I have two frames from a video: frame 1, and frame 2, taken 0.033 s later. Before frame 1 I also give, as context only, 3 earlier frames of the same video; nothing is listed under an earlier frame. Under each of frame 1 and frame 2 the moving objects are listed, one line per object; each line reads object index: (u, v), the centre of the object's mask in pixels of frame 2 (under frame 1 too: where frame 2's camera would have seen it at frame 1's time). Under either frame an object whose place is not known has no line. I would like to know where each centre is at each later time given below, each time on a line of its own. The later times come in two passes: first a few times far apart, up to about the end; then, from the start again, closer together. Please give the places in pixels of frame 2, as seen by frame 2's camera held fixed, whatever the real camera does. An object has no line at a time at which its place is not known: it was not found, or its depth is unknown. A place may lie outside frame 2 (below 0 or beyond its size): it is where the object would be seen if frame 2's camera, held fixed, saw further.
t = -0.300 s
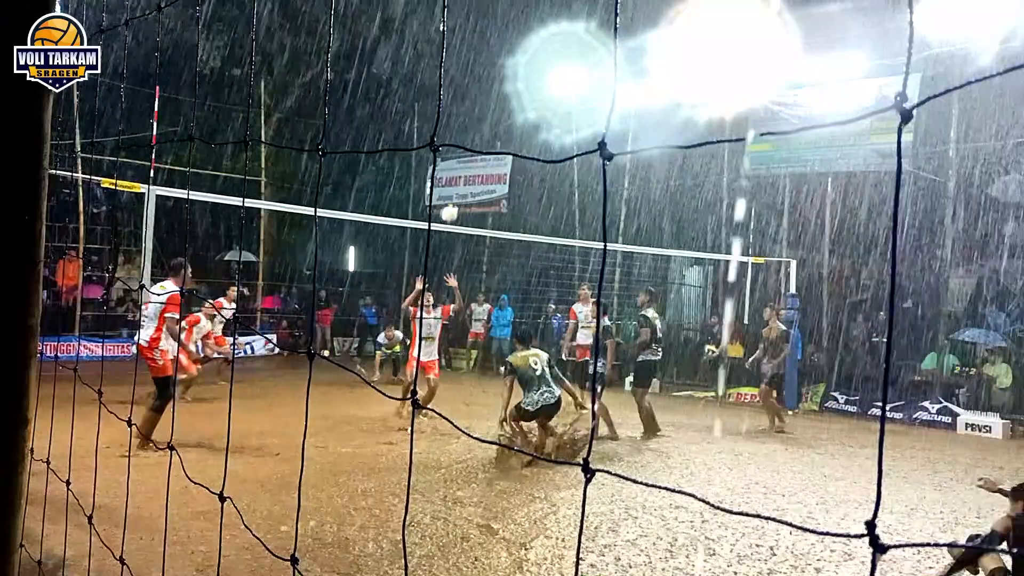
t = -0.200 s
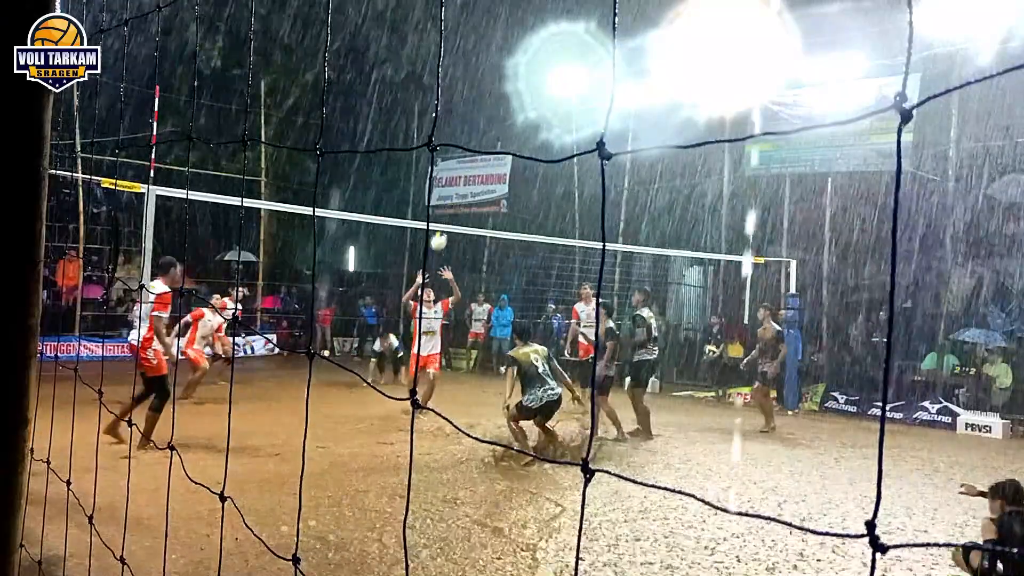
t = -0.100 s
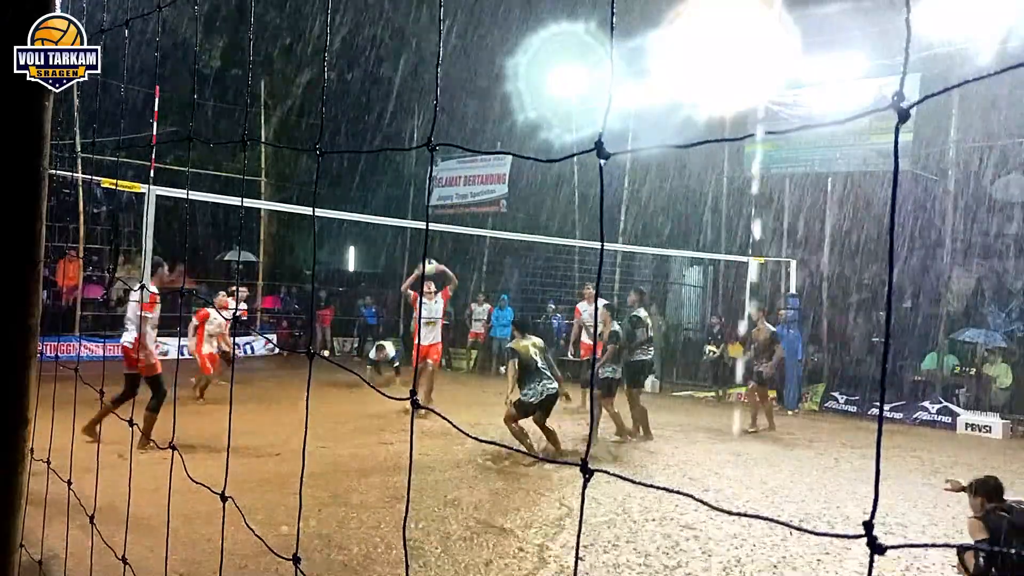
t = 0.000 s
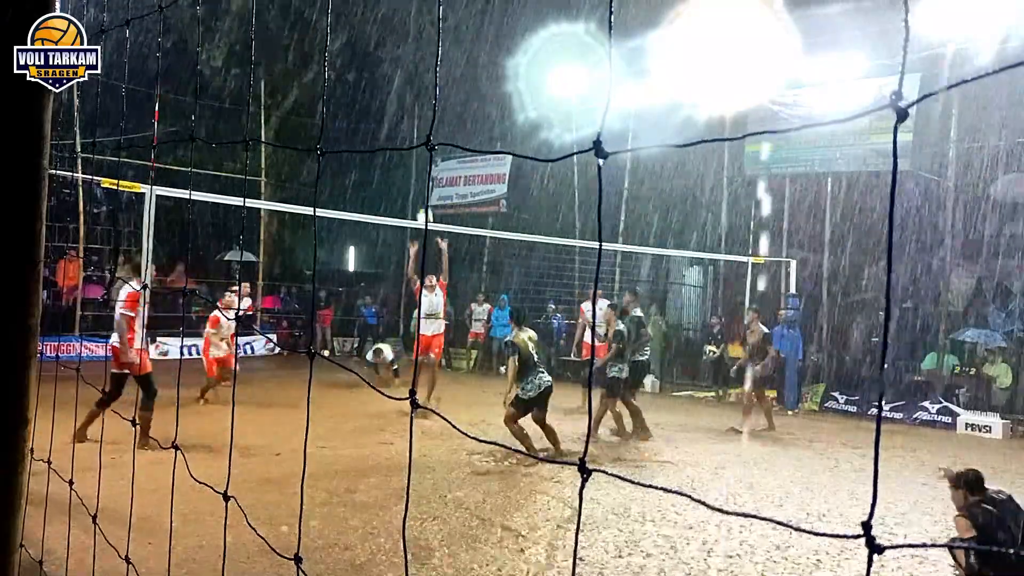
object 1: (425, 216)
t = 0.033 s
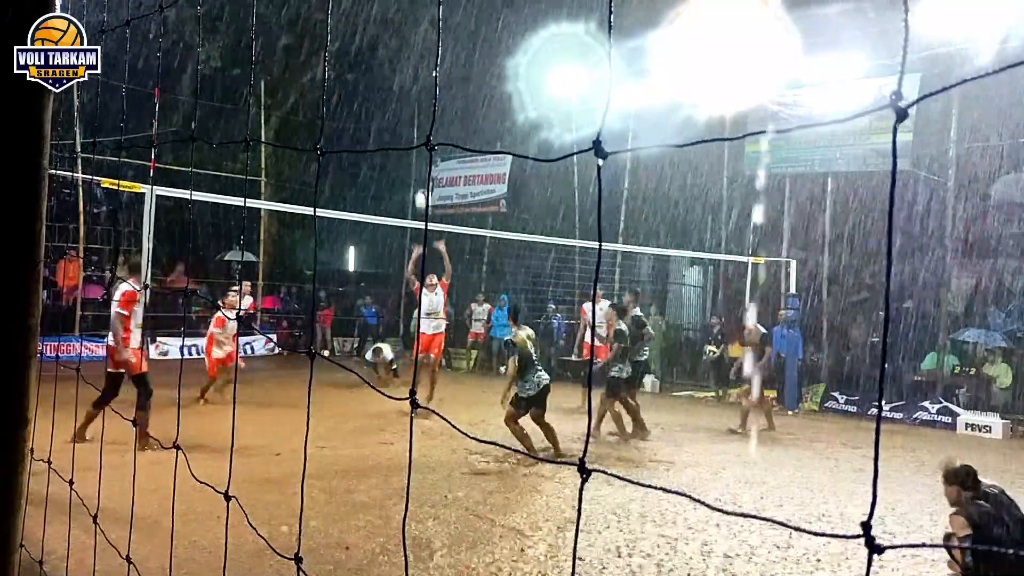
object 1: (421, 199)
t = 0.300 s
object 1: (413, 93)
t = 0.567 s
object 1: (399, 36)
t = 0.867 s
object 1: (381, 37)
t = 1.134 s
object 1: (360, 101)
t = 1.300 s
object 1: (345, 169)
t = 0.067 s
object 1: (421, 183)
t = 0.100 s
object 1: (420, 169)
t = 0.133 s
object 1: (420, 155)
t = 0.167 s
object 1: (418, 138)
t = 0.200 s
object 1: (417, 128)
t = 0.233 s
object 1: (415, 114)
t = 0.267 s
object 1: (414, 103)
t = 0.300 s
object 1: (413, 93)
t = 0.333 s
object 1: (411, 82)
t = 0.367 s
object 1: (410, 73)
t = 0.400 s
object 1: (408, 65)
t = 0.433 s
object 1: (406, 57)
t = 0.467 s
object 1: (405, 51)
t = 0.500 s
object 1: (403, 45)
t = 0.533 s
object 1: (401, 39)
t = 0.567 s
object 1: (399, 36)
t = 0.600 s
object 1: (397, 32)
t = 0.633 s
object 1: (395, 30)
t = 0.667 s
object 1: (394, 28)
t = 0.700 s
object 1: (391, 28)
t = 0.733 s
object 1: (390, 28)
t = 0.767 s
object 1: (388, 29)
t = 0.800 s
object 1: (385, 31)
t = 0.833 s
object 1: (383, 33)
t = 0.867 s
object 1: (381, 37)
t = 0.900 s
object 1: (378, 42)
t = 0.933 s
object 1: (376, 47)
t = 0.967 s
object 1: (374, 55)
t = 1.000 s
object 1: (371, 61)
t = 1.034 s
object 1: (368, 70)
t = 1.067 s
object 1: (366, 79)
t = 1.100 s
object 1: (363, 90)
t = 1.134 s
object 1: (360, 101)
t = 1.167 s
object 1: (357, 112)
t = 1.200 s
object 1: (354, 126)
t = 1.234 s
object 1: (351, 138)
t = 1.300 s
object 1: (345, 169)
